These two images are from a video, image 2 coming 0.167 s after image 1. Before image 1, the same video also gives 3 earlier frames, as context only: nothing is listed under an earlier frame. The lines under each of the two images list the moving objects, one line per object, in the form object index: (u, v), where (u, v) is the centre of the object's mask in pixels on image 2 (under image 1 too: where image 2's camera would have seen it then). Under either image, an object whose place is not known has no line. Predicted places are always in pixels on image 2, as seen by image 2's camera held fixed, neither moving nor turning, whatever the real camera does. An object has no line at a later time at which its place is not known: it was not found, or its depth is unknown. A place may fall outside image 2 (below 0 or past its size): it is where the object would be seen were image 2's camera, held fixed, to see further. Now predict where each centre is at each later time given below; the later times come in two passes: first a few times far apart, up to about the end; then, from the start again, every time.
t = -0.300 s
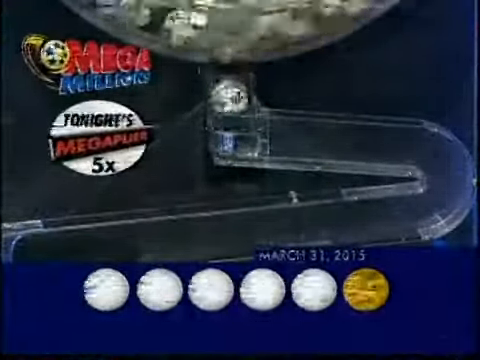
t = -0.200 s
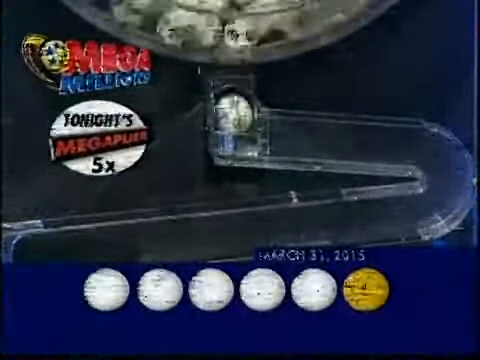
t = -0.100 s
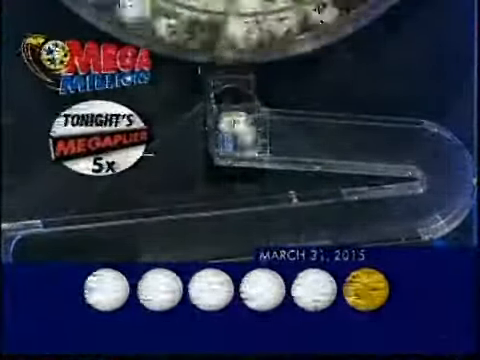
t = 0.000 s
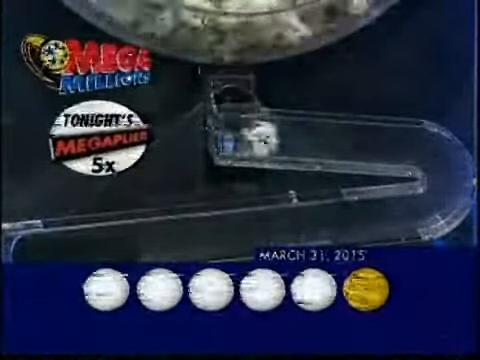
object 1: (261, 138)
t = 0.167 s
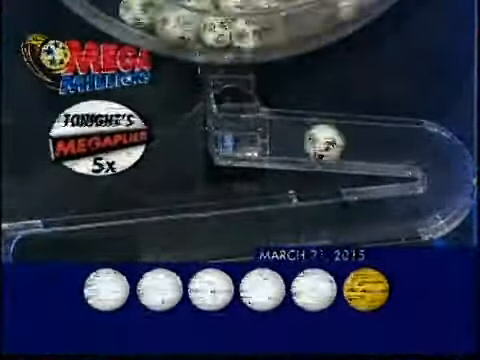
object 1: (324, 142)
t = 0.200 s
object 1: (338, 143)
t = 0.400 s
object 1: (427, 150)
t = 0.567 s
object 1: (398, 213)
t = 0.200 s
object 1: (338, 143)
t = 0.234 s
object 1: (351, 144)
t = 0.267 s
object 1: (364, 145)
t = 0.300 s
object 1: (380, 146)
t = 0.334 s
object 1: (396, 147)
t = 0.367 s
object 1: (410, 148)
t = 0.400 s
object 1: (427, 150)
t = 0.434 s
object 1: (444, 163)
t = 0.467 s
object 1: (447, 183)
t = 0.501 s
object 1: (436, 202)
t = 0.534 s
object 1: (414, 210)
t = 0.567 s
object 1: (398, 213)
